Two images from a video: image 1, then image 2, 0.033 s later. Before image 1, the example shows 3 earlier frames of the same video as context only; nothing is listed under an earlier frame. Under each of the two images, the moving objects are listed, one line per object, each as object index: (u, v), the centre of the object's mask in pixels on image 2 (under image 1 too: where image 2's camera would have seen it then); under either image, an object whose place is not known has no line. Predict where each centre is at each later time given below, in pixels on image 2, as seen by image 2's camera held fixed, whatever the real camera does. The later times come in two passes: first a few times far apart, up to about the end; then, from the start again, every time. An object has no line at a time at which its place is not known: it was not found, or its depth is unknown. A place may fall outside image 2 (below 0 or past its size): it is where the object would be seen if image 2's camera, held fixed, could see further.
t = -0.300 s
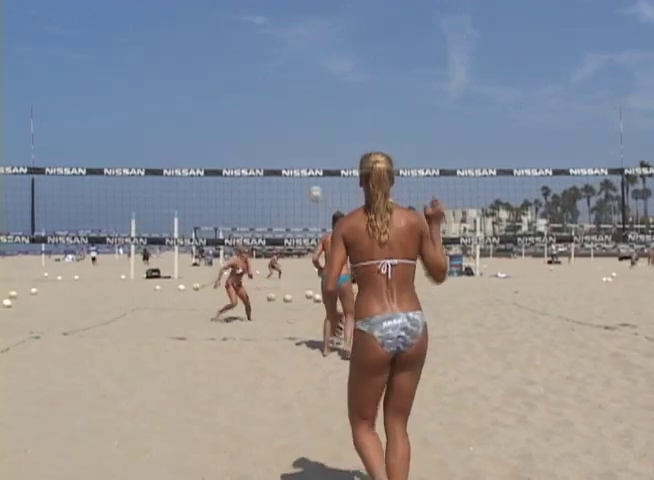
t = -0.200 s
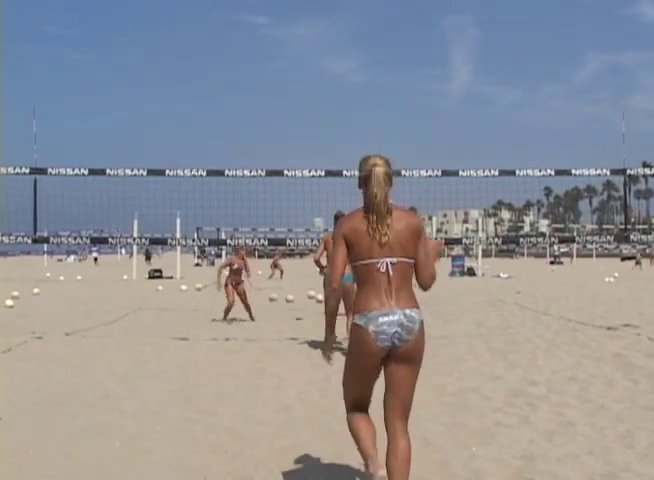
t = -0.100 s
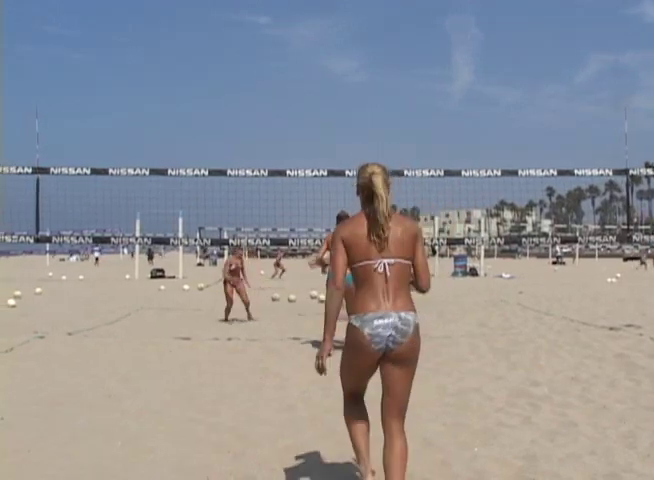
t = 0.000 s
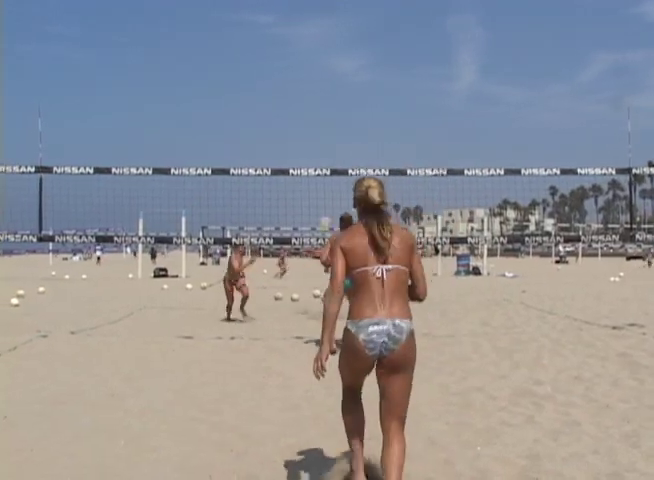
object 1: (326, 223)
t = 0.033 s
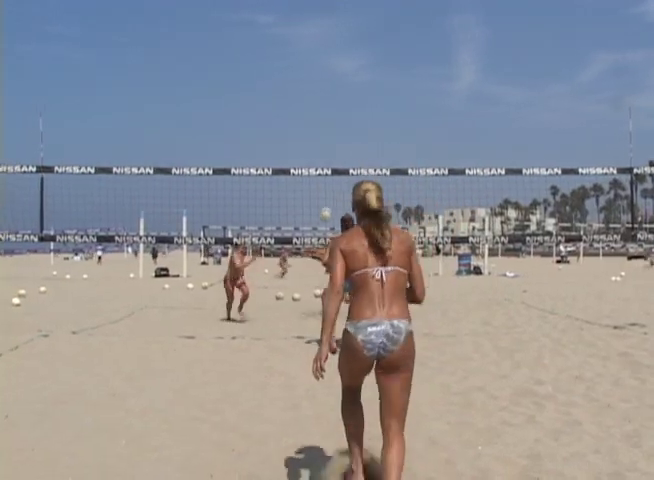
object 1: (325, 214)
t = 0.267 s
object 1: (327, 156)
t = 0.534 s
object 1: (331, 123)
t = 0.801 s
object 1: (337, 126)
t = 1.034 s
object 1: (345, 161)
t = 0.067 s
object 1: (326, 203)
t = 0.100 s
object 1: (325, 195)
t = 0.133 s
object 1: (326, 186)
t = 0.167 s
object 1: (325, 180)
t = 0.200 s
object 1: (326, 166)
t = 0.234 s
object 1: (326, 162)
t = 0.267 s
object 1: (327, 156)
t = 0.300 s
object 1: (328, 151)
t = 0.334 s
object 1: (328, 145)
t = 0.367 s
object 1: (329, 140)
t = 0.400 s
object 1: (329, 136)
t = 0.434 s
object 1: (329, 132)
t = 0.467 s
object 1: (330, 129)
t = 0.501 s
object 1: (331, 125)
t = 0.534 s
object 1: (331, 123)
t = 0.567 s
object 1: (332, 121)
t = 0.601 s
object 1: (332, 120)
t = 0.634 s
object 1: (333, 120)
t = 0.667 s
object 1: (334, 120)
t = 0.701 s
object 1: (335, 120)
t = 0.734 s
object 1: (335, 122)
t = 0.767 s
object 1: (336, 124)
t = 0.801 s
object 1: (337, 126)
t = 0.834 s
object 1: (338, 129)
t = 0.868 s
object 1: (340, 133)
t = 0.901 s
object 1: (341, 138)
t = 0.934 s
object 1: (342, 143)
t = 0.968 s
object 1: (342, 149)
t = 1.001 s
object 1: (344, 155)
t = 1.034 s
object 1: (345, 161)
